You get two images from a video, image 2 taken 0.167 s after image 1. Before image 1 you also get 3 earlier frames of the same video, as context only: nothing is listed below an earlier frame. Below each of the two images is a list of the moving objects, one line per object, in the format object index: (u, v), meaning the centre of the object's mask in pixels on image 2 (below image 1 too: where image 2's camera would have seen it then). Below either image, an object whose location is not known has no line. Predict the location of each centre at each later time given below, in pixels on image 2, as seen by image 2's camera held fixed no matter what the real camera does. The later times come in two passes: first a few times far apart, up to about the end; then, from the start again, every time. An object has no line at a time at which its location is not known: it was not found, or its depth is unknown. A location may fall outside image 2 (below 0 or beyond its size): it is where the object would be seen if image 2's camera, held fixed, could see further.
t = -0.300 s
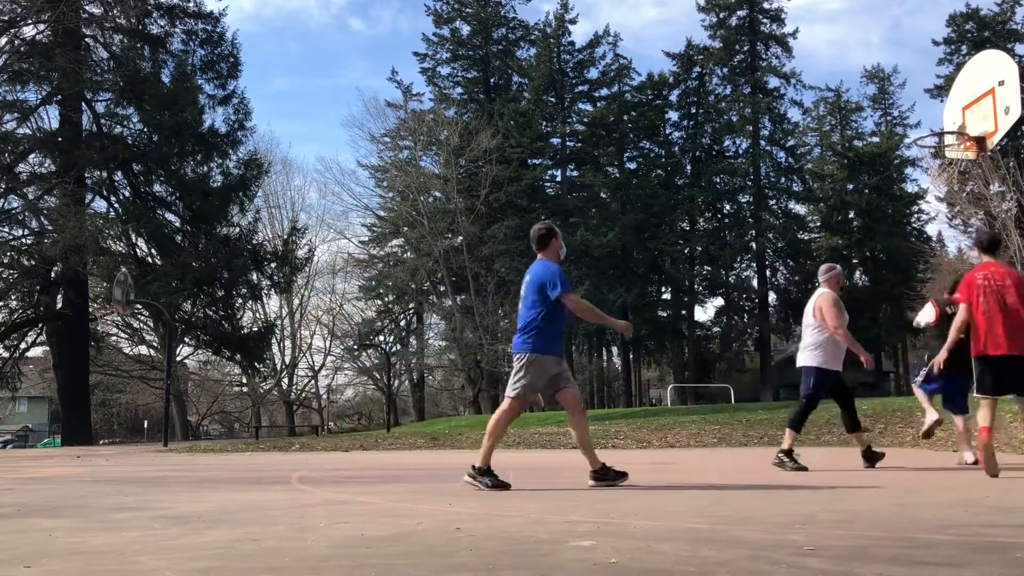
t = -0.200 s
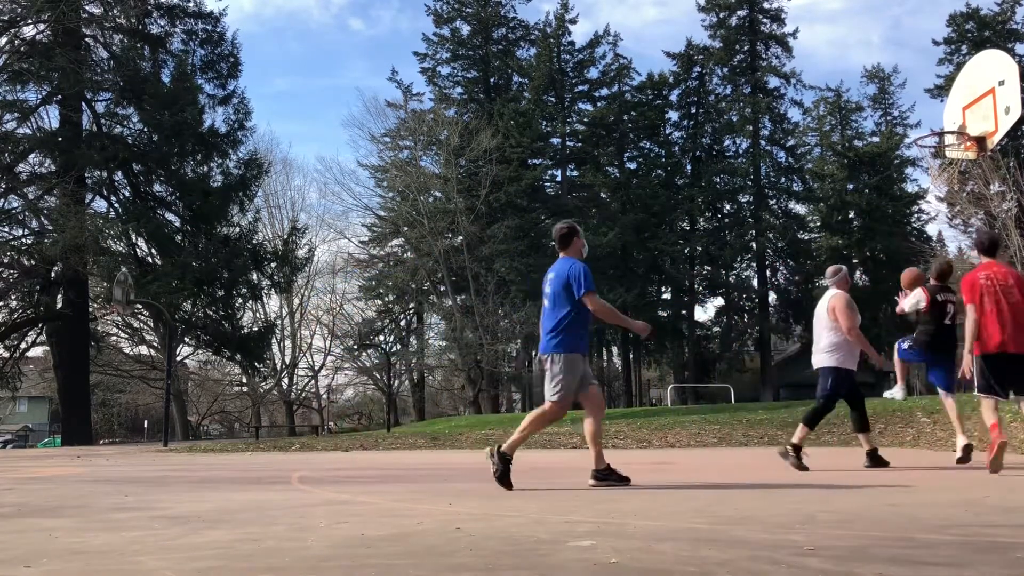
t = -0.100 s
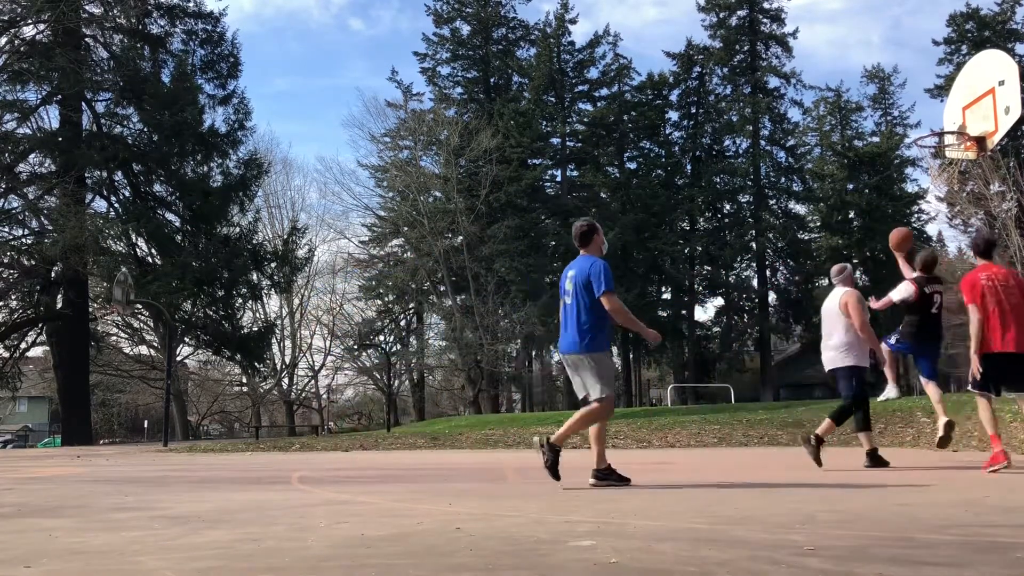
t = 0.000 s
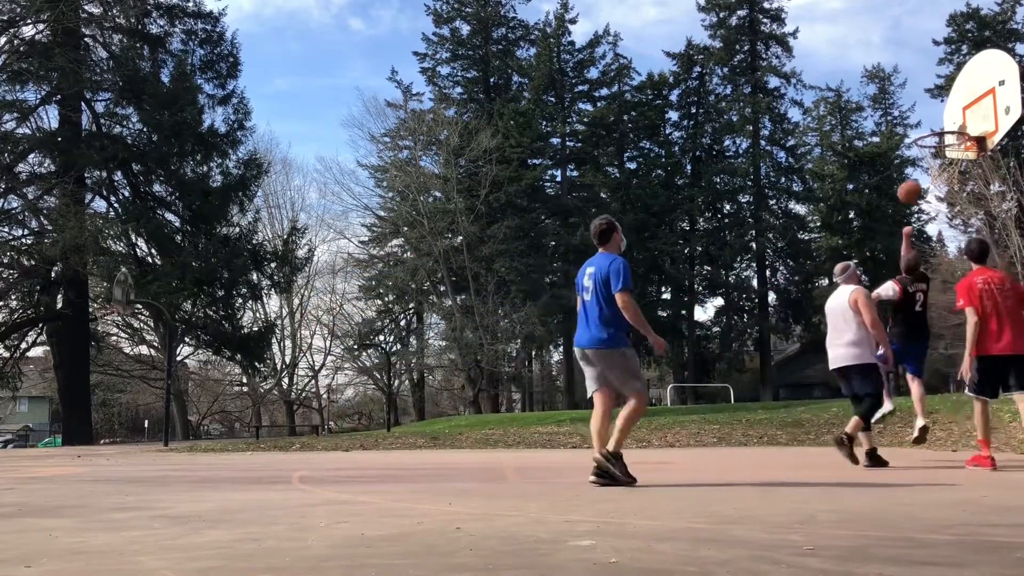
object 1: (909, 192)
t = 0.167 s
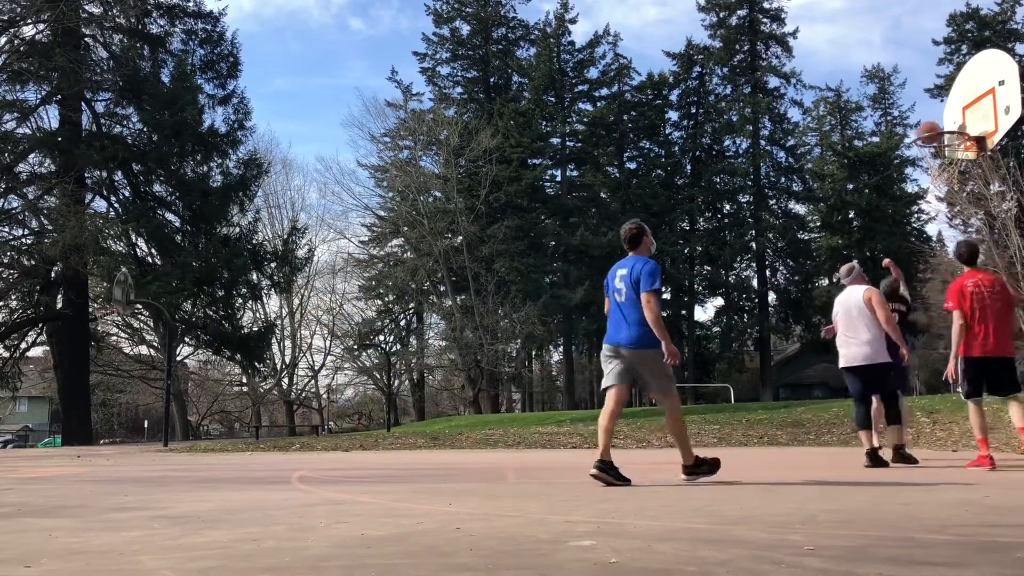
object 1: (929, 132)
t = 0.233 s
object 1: (937, 116)
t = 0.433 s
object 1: (930, 104)
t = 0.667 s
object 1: (924, 127)
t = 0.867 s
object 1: (946, 117)
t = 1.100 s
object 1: (947, 115)
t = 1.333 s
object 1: (932, 139)
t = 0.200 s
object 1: (932, 123)
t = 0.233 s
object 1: (937, 116)
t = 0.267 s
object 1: (938, 111)
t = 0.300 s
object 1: (936, 107)
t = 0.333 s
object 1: (934, 105)
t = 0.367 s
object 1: (932, 104)
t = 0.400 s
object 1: (931, 104)
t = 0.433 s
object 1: (930, 104)
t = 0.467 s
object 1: (928, 106)
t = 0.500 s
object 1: (927, 108)
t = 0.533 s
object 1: (926, 112)
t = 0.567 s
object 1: (925, 117)
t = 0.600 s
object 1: (924, 123)
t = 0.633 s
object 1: (921, 130)
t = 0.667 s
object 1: (924, 127)
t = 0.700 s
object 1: (927, 124)
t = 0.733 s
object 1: (932, 121)
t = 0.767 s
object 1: (935, 118)
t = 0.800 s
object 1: (939, 117)
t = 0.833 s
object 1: (942, 116)
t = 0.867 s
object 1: (946, 117)
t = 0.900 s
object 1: (950, 118)
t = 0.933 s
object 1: (955, 120)
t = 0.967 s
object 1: (958, 122)
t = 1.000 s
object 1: (955, 120)
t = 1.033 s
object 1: (953, 117)
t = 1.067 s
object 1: (950, 115)
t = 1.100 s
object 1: (947, 115)
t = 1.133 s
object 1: (945, 115)
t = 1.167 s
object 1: (943, 116)
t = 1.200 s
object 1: (941, 118)
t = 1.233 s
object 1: (939, 121)
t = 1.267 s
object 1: (937, 124)
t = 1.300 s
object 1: (933, 131)
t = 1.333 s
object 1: (932, 139)
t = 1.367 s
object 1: (930, 147)
